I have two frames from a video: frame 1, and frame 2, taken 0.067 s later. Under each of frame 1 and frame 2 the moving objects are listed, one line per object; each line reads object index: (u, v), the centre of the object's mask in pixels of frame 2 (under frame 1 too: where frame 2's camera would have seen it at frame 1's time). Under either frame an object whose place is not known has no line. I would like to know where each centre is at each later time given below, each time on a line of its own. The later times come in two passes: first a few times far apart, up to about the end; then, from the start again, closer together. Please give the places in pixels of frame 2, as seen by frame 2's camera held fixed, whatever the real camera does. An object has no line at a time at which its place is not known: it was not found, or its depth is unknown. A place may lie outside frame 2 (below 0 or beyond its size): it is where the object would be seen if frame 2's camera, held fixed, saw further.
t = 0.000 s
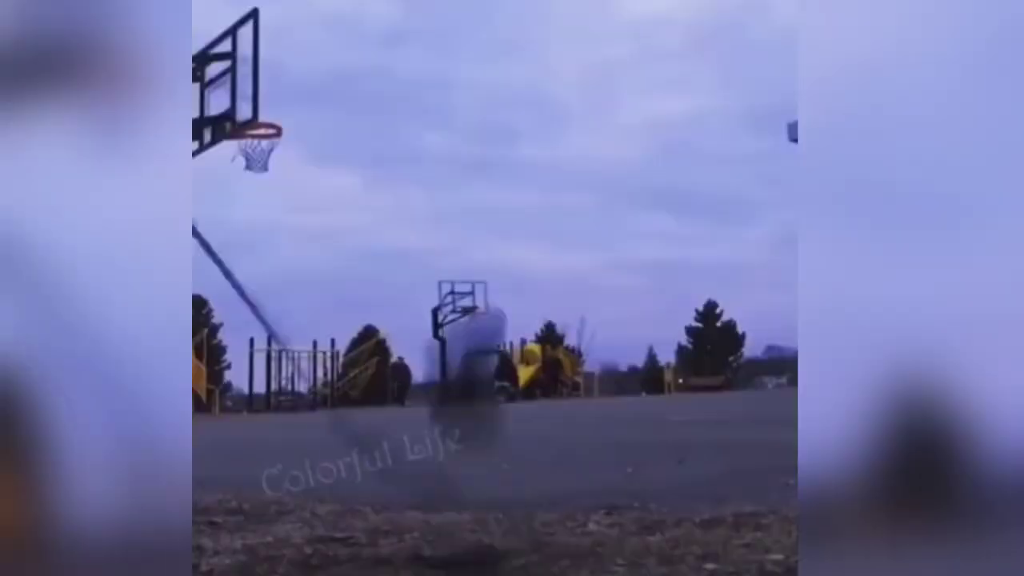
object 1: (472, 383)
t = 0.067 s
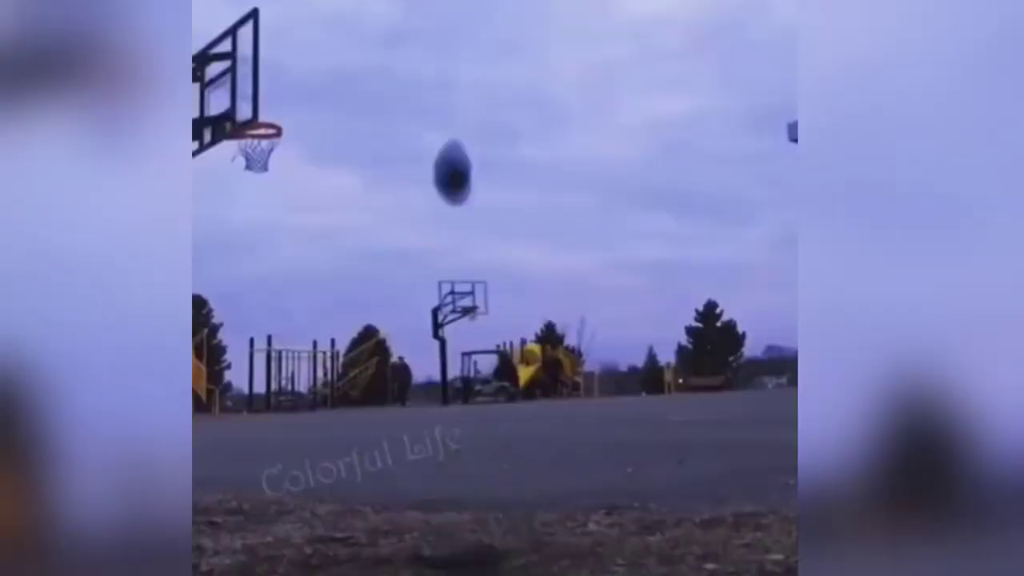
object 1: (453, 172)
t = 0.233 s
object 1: (448, 66)
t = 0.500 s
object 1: (452, 51)
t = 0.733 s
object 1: (456, 71)
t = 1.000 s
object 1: (460, 109)
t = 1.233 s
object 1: (463, 151)
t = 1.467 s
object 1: (466, 197)
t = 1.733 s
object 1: (468, 255)
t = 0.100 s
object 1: (452, 131)
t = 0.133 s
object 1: (449, 106)
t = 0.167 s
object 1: (448, 89)
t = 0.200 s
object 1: (448, 76)
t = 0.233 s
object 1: (448, 66)
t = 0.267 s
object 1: (449, 59)
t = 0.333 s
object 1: (450, 52)
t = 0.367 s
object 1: (451, 50)
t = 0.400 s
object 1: (451, 49)
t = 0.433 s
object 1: (452, 49)
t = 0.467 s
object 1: (452, 50)
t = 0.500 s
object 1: (452, 51)
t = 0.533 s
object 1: (453, 52)
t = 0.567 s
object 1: (453, 55)
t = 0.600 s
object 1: (454, 57)
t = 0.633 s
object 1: (455, 61)
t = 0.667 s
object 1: (455, 64)
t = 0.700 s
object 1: (456, 67)
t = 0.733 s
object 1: (456, 71)
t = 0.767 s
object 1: (457, 75)
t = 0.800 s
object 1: (457, 79)
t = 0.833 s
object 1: (458, 83)
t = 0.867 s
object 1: (458, 89)
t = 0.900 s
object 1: (458, 93)
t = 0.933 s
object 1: (460, 98)
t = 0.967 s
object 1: (460, 103)
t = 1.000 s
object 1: (460, 109)
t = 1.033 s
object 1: (461, 115)
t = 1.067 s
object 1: (461, 120)
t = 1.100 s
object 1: (462, 126)
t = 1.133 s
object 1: (462, 132)
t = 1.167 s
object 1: (463, 138)
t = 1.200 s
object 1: (463, 144)
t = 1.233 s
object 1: (463, 151)
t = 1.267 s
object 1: (464, 157)
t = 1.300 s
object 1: (464, 164)
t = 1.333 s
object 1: (464, 170)
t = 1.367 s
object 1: (465, 177)
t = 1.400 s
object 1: (465, 183)
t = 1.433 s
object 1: (466, 190)
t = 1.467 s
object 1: (466, 197)
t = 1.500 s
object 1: (466, 205)
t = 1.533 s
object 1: (467, 212)
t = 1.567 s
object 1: (467, 219)
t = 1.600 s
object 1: (467, 226)
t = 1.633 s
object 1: (468, 233)
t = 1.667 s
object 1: (468, 241)
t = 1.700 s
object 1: (468, 248)
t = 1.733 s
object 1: (468, 255)
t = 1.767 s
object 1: (469, 263)
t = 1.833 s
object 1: (470, 278)
